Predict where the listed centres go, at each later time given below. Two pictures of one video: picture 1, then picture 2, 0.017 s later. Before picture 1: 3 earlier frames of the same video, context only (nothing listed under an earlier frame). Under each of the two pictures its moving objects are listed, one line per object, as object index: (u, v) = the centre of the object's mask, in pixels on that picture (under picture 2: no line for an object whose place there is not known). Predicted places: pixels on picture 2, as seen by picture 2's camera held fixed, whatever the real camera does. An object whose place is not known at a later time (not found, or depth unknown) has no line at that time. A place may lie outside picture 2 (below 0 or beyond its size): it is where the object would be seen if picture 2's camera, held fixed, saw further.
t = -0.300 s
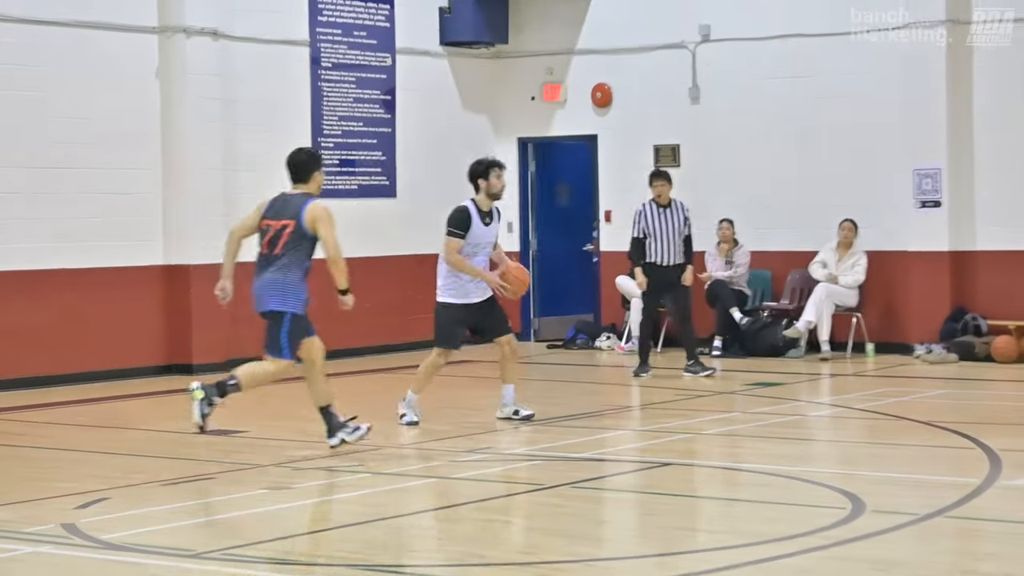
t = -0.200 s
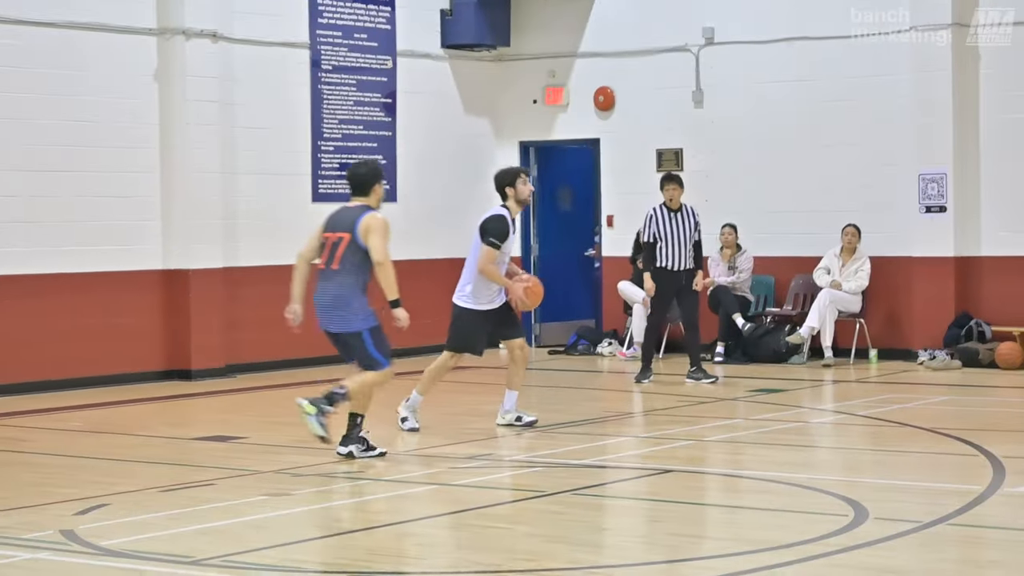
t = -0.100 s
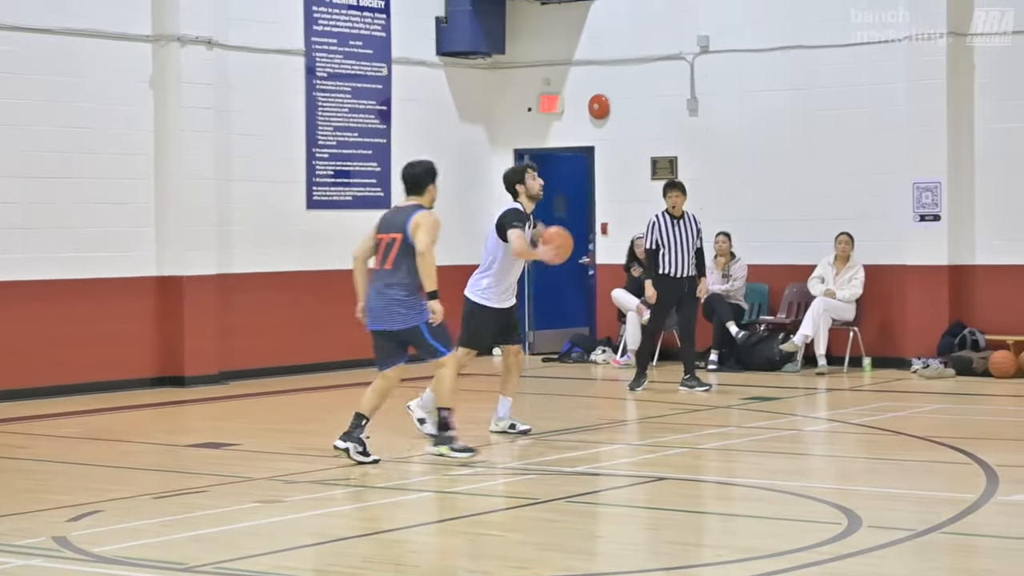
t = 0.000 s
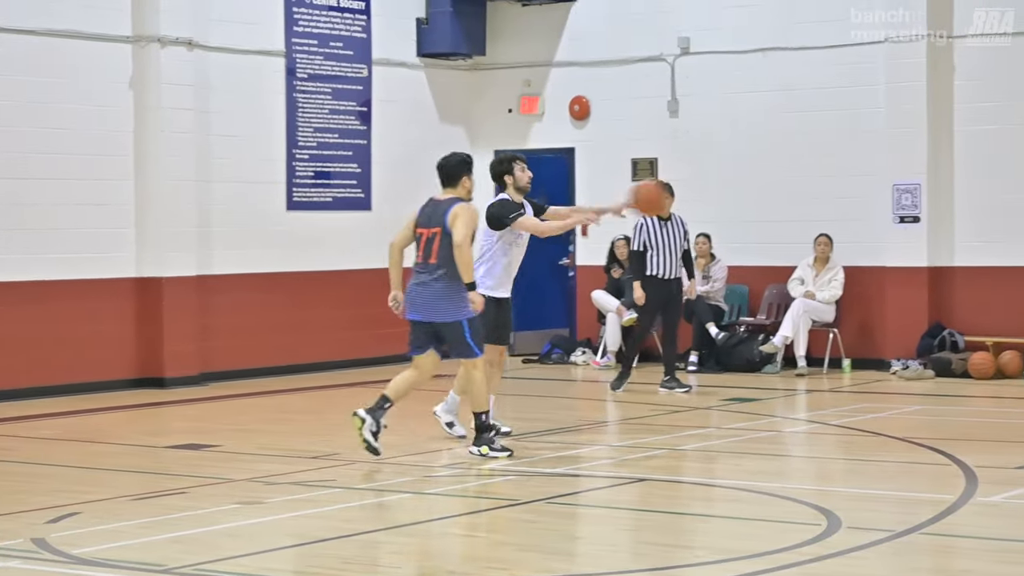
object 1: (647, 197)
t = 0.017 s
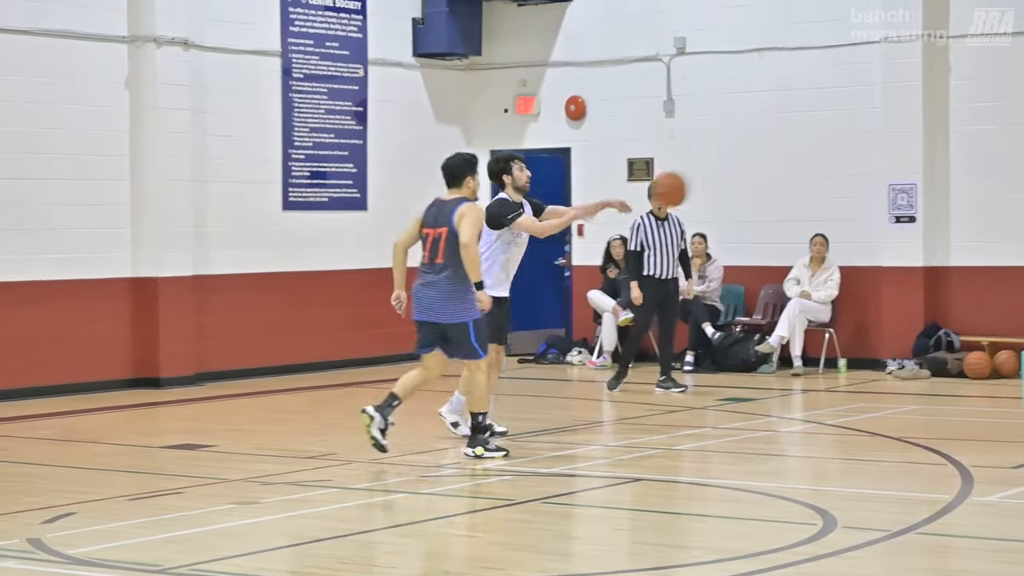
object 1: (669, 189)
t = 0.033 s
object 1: (697, 179)
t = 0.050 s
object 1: (723, 171)
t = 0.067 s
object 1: (751, 162)
